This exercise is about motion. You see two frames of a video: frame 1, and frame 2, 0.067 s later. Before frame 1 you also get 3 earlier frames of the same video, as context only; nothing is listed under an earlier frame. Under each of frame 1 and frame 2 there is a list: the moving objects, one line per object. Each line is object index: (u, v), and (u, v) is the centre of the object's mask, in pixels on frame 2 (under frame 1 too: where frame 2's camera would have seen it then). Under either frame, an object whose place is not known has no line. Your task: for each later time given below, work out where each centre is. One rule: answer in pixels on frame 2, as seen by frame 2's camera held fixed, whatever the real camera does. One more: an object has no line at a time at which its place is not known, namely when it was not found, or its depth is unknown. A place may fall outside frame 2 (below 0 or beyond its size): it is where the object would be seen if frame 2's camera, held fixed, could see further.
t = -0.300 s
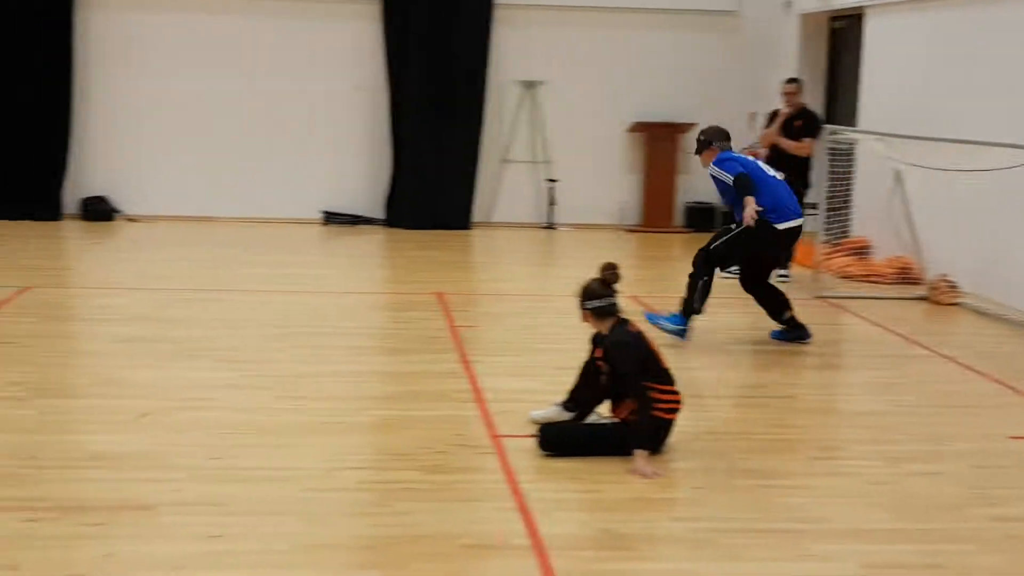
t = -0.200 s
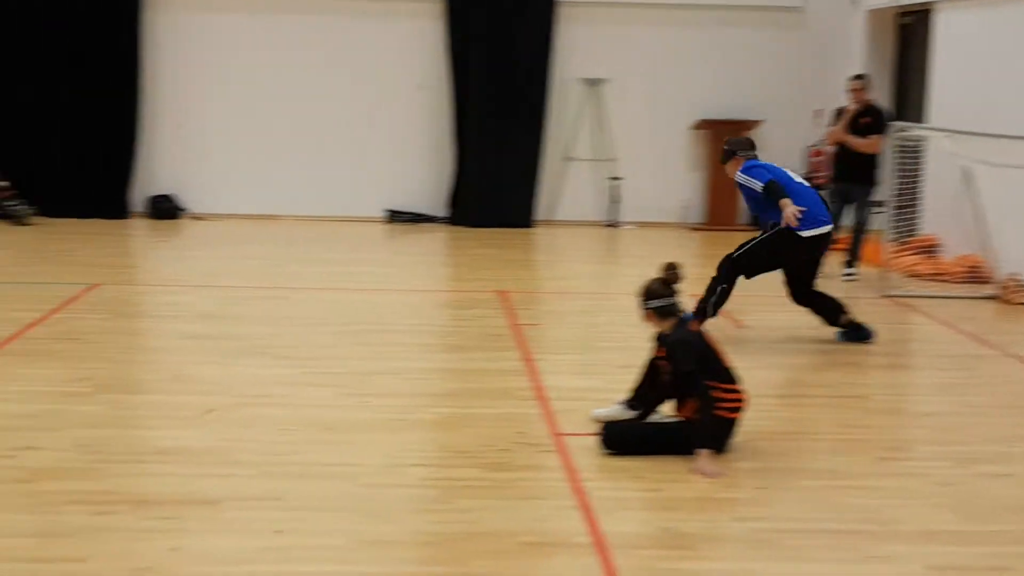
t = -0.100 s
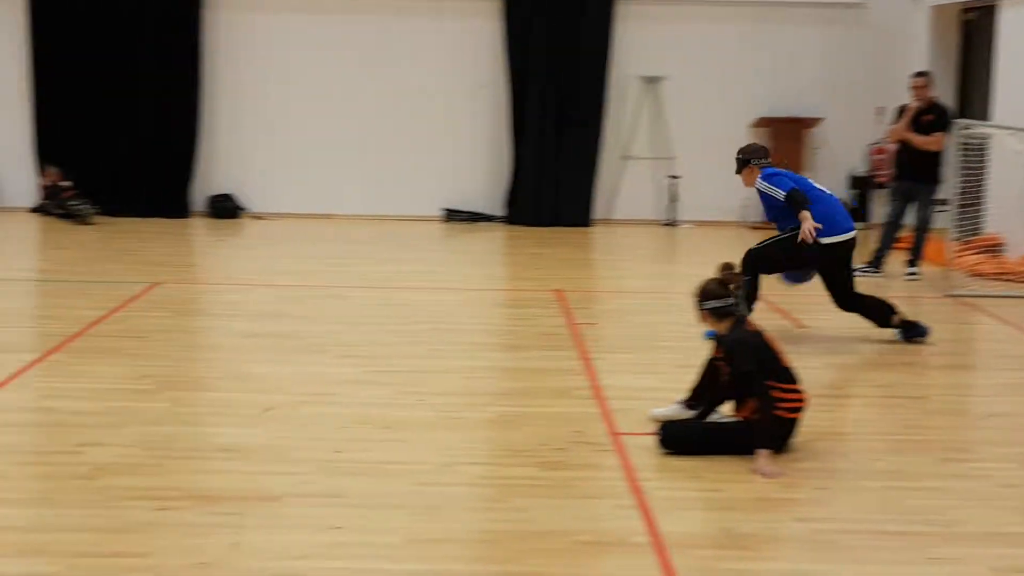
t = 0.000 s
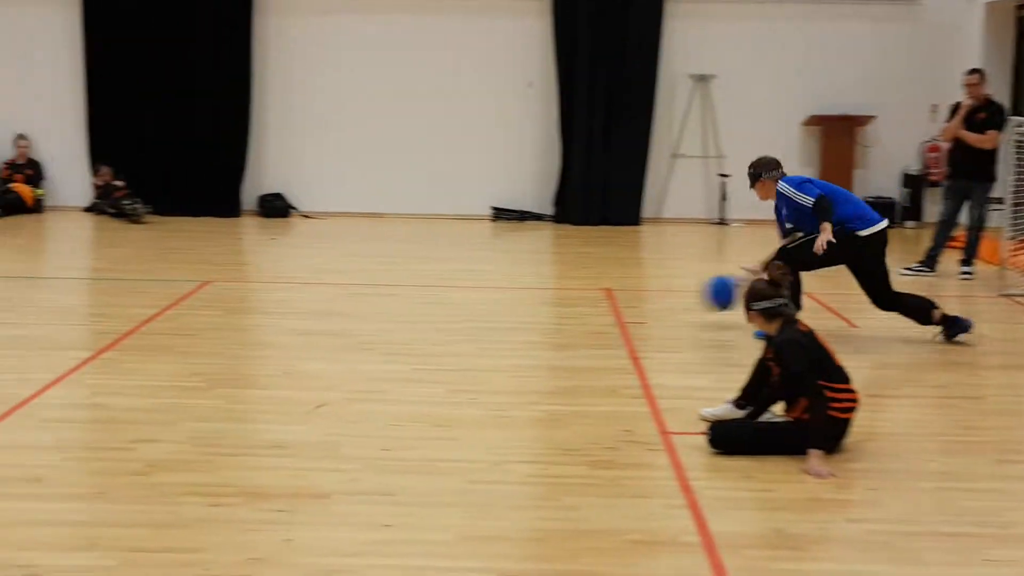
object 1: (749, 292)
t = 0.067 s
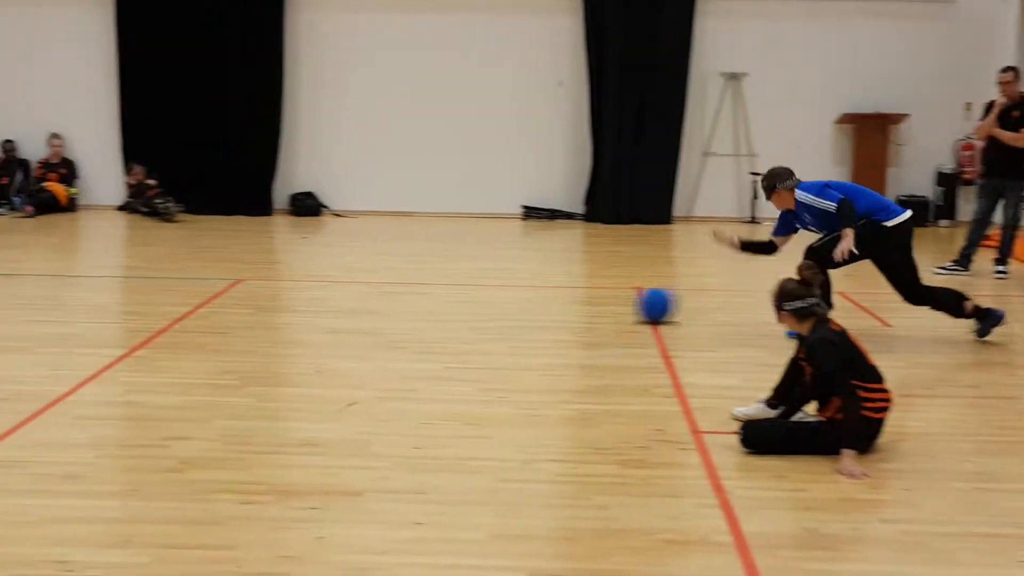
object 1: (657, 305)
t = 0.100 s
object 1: (621, 300)
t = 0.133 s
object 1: (589, 293)
